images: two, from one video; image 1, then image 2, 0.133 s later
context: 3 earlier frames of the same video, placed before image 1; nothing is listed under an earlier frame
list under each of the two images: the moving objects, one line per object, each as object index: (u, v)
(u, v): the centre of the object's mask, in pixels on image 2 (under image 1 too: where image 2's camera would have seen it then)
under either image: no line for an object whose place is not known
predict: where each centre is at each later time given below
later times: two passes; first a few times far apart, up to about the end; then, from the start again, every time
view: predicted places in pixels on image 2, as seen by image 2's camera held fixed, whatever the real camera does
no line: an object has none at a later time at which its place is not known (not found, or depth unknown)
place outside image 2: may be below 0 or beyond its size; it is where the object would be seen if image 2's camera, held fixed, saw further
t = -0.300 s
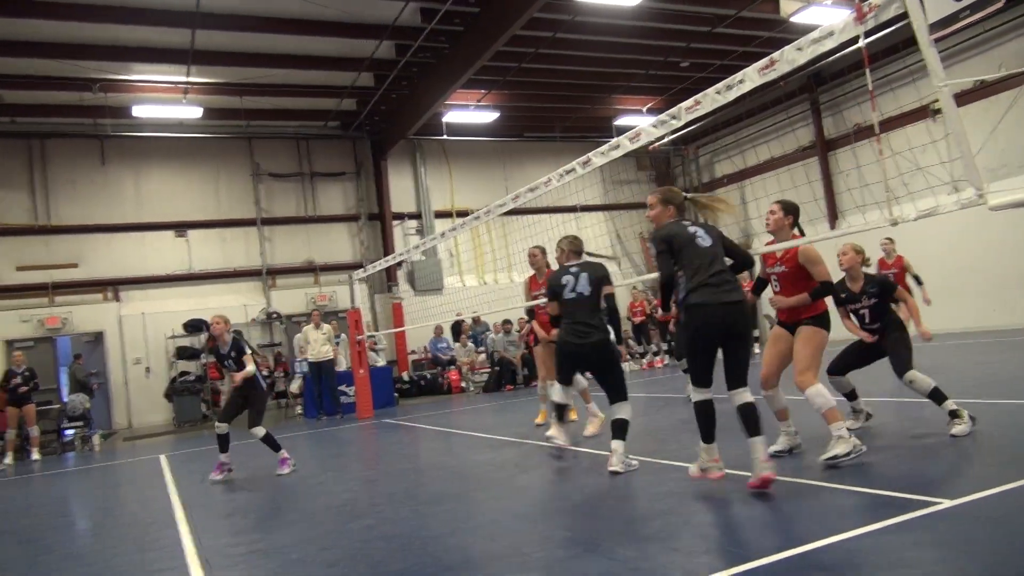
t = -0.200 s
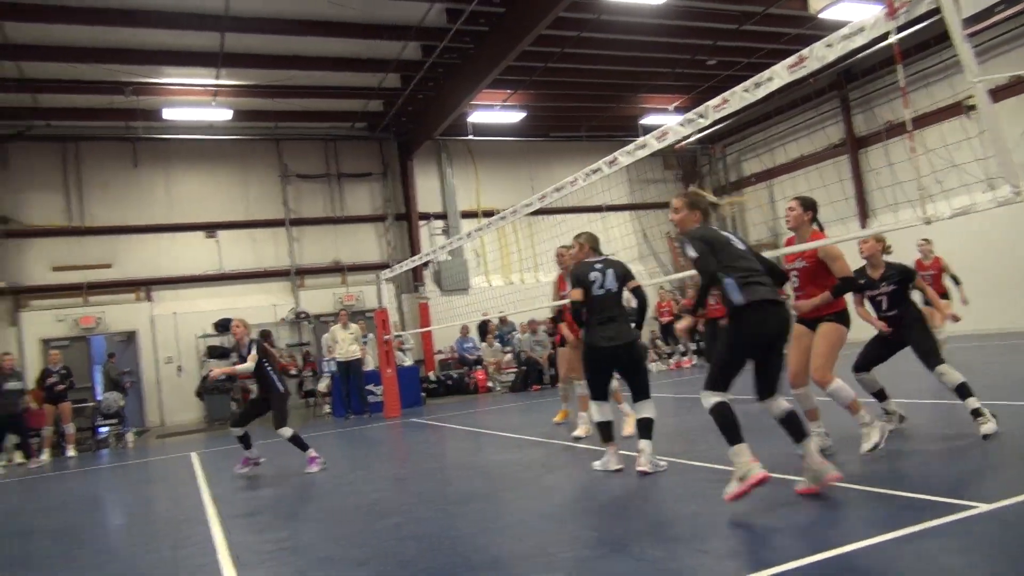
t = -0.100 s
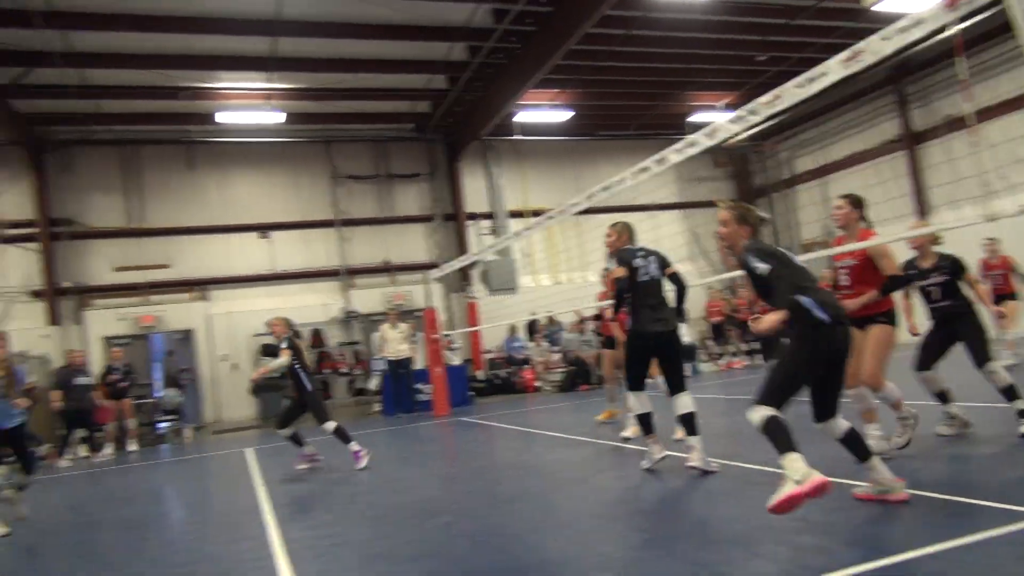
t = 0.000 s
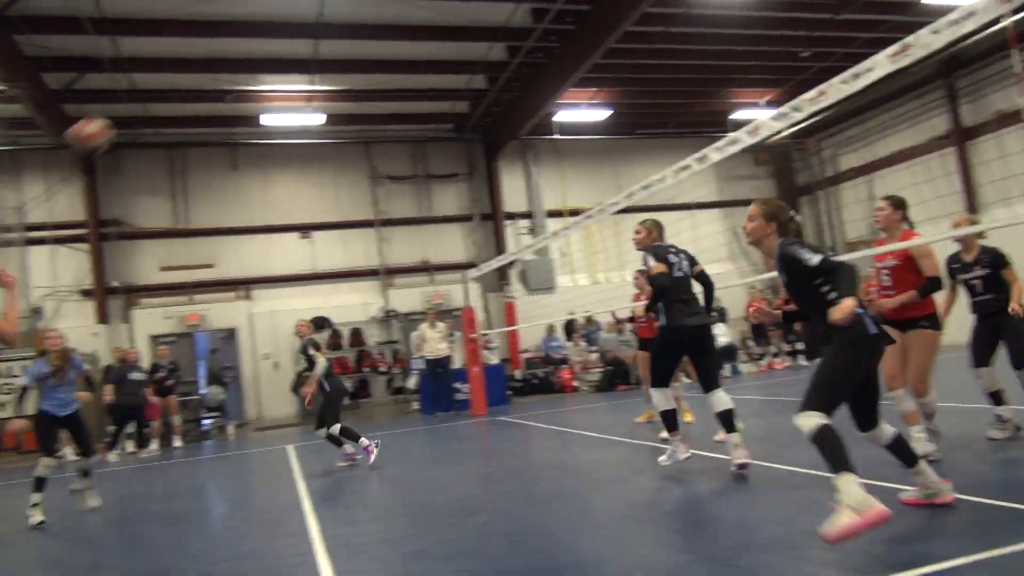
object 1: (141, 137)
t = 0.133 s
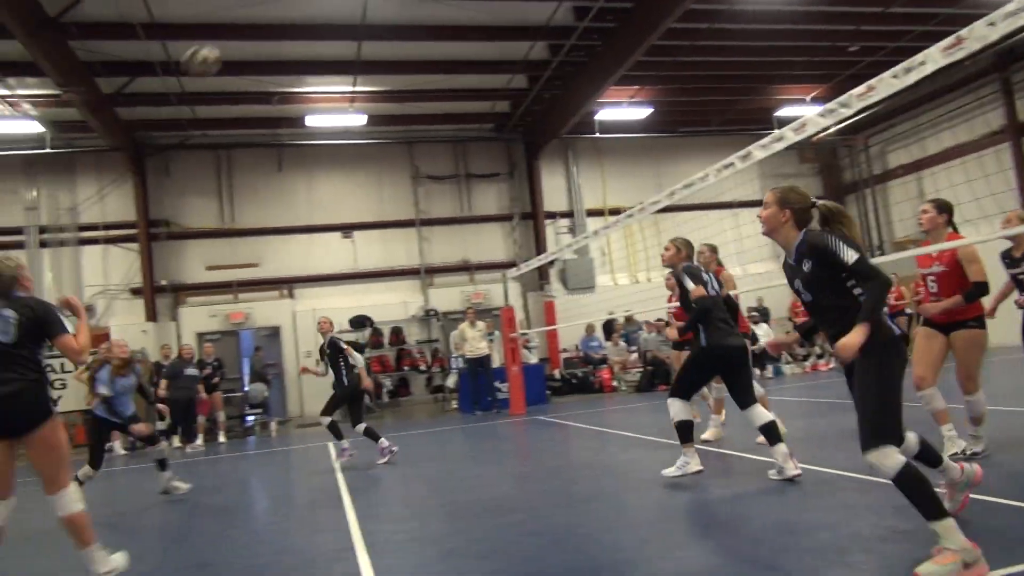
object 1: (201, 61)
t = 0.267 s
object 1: (254, 20)
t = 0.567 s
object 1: (347, 24)
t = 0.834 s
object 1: (415, 100)
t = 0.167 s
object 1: (215, 45)
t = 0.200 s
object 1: (229, 35)
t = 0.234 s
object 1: (241, 27)
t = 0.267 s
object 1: (254, 20)
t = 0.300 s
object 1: (264, 15)
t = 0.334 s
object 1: (278, 11)
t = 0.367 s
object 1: (287, 9)
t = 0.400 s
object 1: (297, 8)
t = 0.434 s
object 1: (308, 9)
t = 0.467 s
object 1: (318, 10)
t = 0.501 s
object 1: (328, 13)
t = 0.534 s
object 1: (337, 19)
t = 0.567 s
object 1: (347, 24)
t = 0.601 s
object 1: (354, 30)
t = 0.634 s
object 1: (364, 38)
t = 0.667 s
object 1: (372, 47)
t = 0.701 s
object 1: (382, 57)
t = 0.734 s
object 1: (390, 66)
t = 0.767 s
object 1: (398, 77)
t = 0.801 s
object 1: (406, 90)
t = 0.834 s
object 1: (415, 100)
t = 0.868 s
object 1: (421, 115)
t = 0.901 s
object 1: (430, 129)
